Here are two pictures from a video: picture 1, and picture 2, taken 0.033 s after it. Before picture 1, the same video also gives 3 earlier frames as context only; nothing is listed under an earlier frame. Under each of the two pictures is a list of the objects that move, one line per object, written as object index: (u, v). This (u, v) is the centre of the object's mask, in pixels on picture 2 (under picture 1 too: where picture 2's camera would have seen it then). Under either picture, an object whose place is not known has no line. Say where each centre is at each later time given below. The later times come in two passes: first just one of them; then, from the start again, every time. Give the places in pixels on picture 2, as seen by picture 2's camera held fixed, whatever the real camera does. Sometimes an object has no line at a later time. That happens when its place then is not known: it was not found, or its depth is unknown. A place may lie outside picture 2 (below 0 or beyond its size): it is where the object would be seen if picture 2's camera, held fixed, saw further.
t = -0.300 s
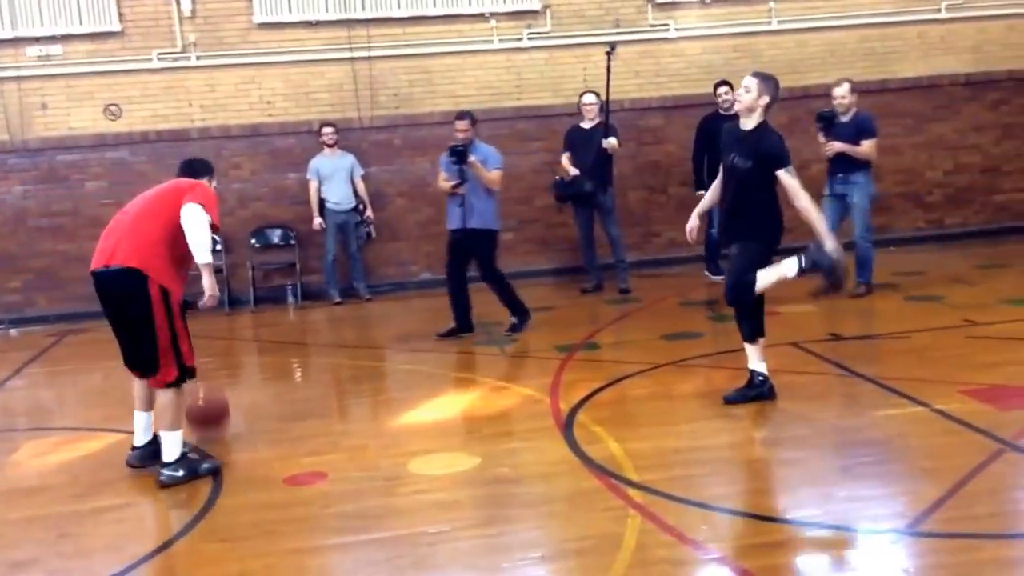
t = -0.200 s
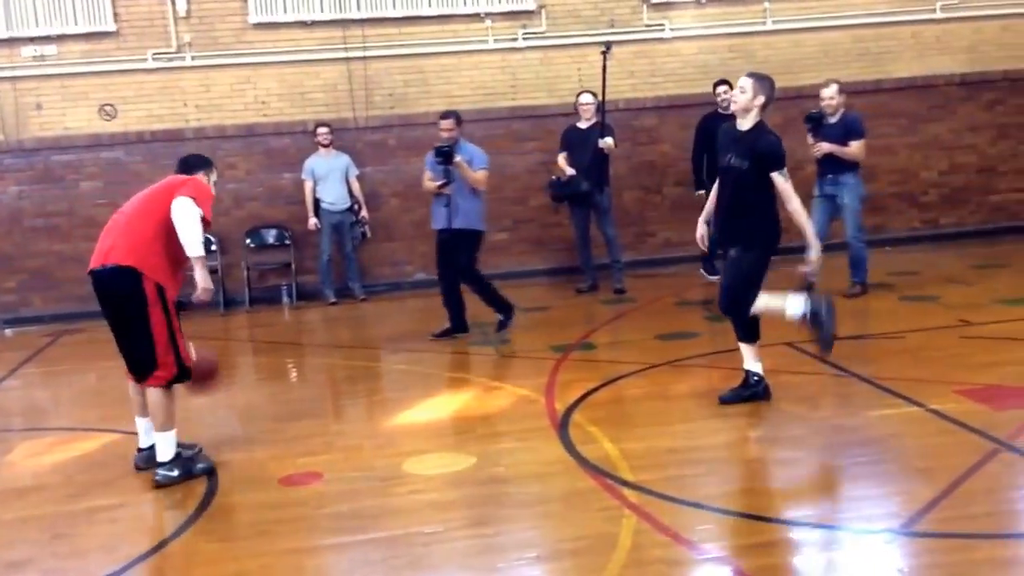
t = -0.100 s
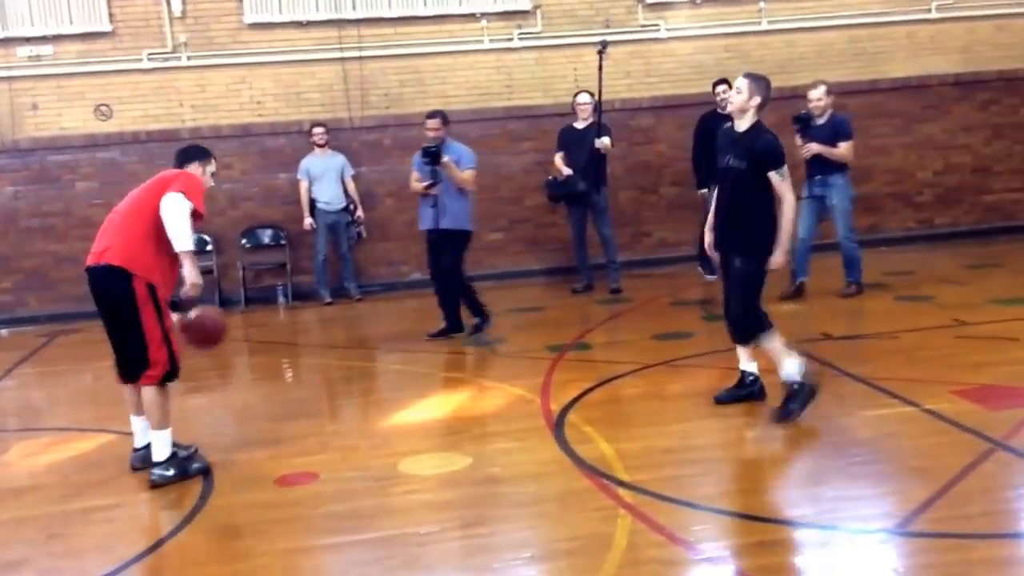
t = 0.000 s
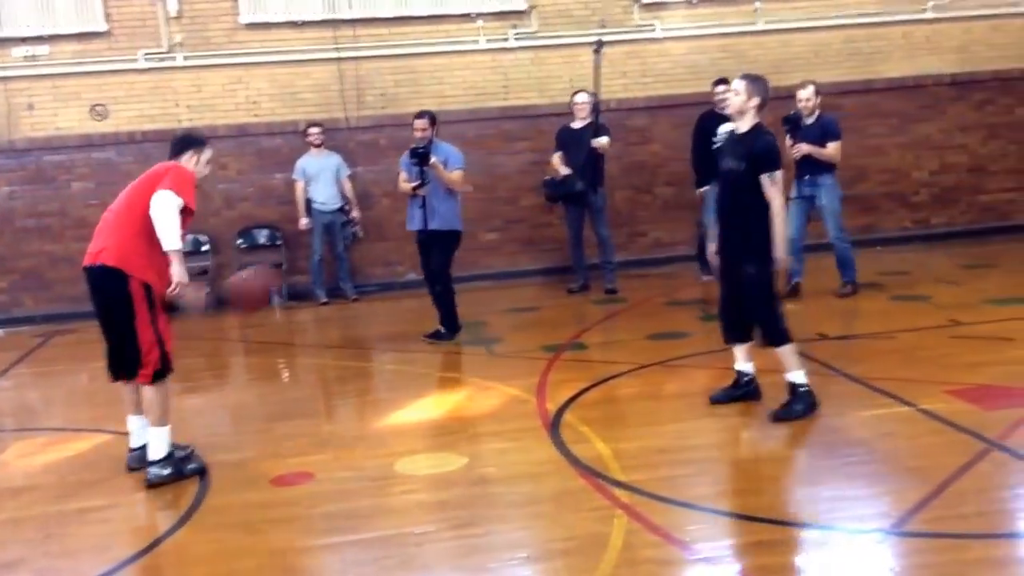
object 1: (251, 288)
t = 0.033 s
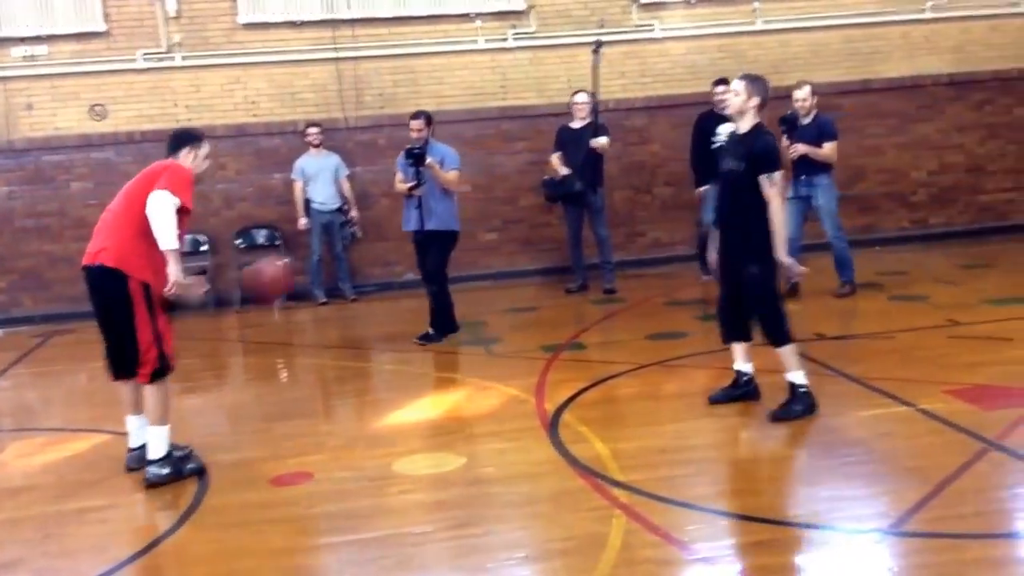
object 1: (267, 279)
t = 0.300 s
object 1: (432, 264)
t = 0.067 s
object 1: (288, 269)
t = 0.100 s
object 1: (308, 265)
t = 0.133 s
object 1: (326, 260)
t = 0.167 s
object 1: (347, 257)
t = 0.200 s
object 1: (367, 257)
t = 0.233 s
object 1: (388, 257)
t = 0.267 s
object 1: (411, 259)
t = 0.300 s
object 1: (432, 264)
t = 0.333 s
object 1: (454, 270)
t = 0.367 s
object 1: (479, 282)
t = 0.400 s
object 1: (501, 294)
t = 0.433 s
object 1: (525, 307)
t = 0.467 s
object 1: (549, 323)
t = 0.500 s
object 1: (571, 341)
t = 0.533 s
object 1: (592, 359)
